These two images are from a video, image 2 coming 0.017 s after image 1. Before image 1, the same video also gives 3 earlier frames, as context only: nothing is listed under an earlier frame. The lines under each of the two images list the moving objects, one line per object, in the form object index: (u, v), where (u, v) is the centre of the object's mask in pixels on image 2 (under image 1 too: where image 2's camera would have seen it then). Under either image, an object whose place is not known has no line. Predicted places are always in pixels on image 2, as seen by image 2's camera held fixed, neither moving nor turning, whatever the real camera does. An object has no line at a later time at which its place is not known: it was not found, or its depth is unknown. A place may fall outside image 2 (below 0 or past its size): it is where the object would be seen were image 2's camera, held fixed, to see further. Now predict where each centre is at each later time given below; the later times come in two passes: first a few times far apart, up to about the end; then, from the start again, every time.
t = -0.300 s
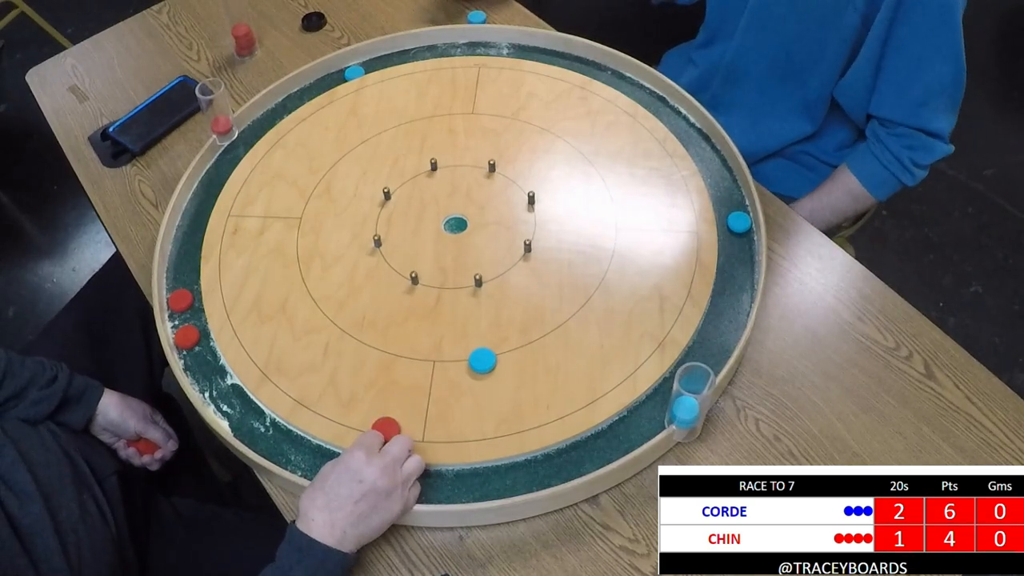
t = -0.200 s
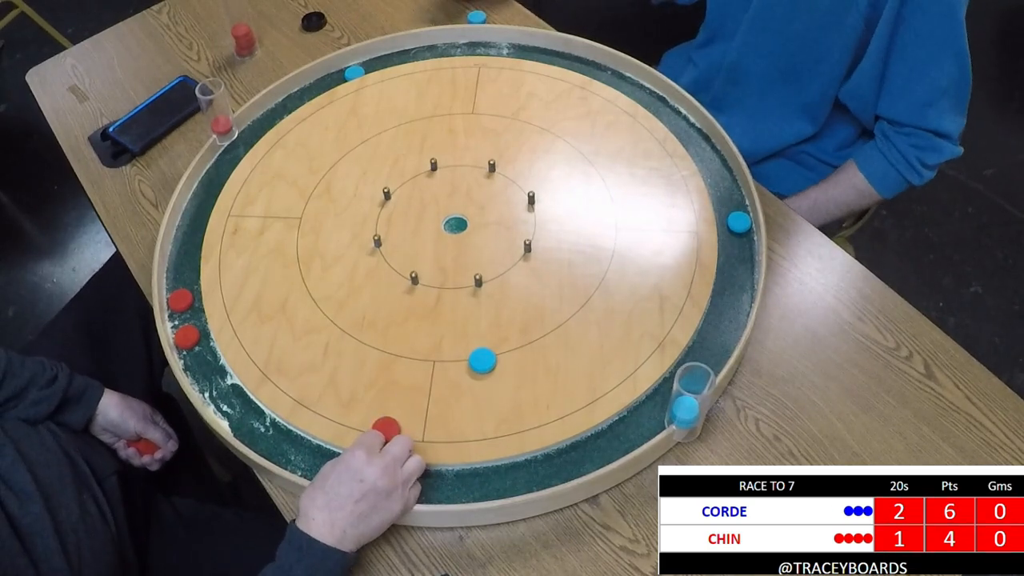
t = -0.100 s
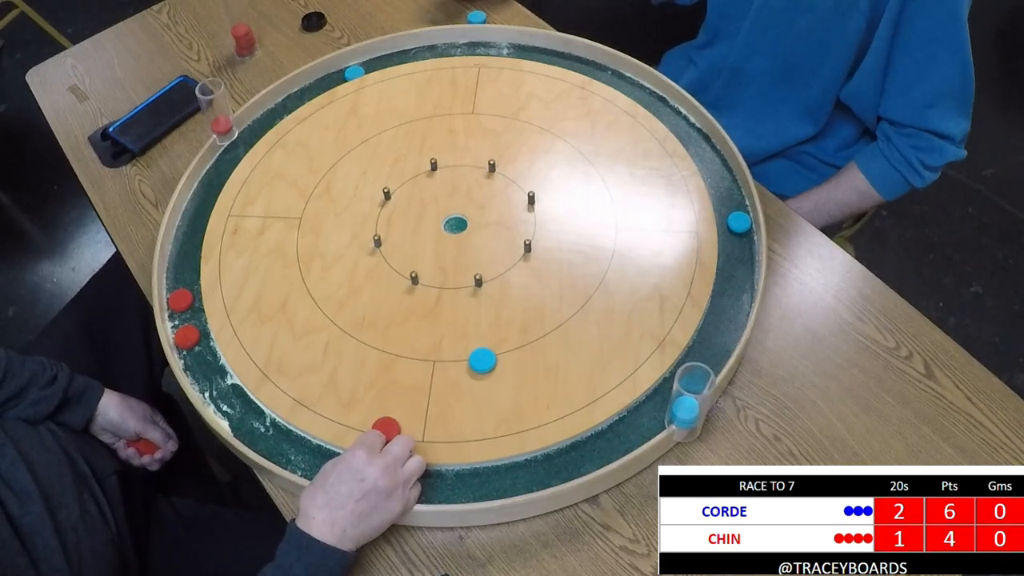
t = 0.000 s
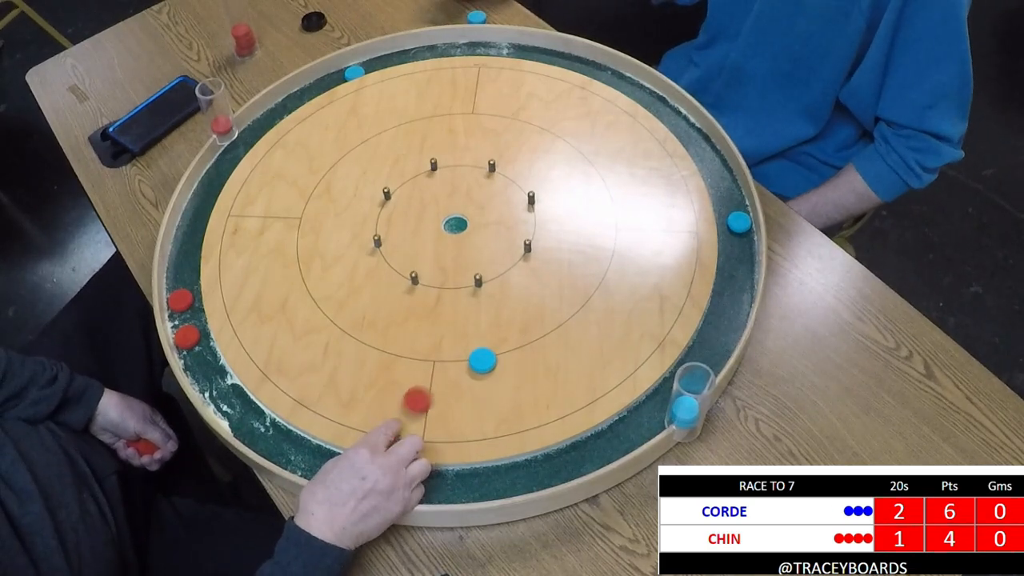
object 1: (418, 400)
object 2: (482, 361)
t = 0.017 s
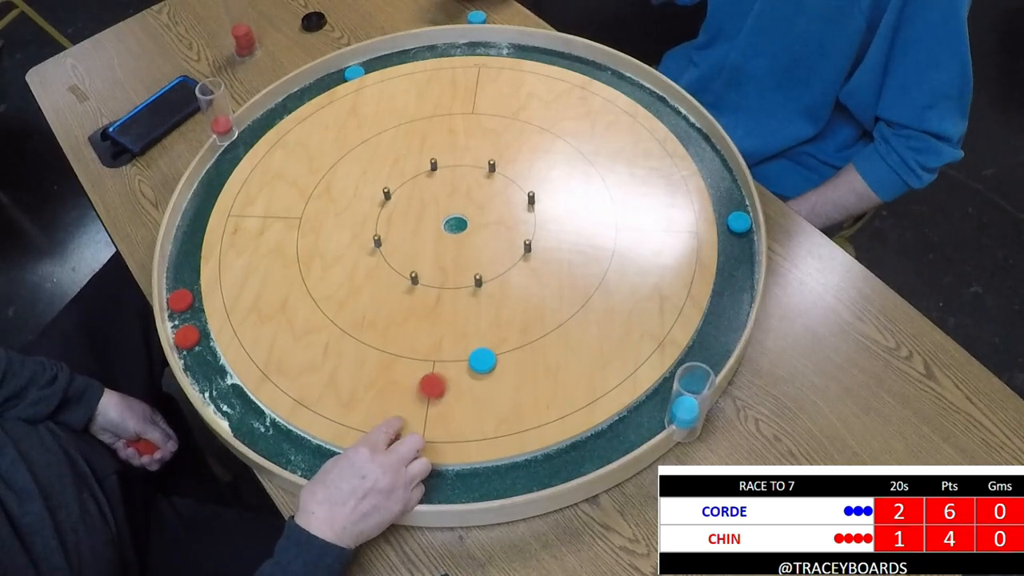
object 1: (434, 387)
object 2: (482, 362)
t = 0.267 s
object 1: (444, 262)
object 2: (648, 313)
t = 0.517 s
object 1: (439, 206)
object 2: (731, 272)
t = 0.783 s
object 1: (438, 196)
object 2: (733, 253)
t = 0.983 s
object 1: (438, 196)
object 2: (735, 253)
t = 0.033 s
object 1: (447, 371)
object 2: (482, 361)
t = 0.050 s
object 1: (453, 360)
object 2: (489, 359)
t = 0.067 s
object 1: (453, 351)
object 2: (503, 355)
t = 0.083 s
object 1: (452, 342)
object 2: (517, 351)
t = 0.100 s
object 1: (451, 333)
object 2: (530, 347)
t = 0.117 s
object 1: (450, 324)
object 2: (543, 344)
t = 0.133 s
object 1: (450, 317)
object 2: (556, 340)
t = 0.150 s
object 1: (449, 309)
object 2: (569, 337)
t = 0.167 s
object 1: (448, 301)
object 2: (580, 333)
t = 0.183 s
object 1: (447, 294)
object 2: (592, 330)
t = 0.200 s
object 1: (447, 287)
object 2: (604, 327)
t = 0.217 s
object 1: (446, 280)
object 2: (615, 323)
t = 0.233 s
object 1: (445, 274)
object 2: (626, 320)
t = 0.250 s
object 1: (445, 268)
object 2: (637, 317)
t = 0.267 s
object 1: (444, 262)
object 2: (648, 313)
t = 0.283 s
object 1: (444, 257)
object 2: (658, 310)
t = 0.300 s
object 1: (443, 251)
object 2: (668, 307)
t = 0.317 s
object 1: (442, 246)
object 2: (678, 304)
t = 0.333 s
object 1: (442, 241)
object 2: (688, 301)
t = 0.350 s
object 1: (441, 237)
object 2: (697, 298)
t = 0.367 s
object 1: (441, 233)
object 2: (706, 295)
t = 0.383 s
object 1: (440, 229)
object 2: (715, 293)
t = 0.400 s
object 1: (440, 225)
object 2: (723, 291)
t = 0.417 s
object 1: (440, 221)
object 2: (731, 291)
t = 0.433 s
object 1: (439, 218)
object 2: (738, 289)
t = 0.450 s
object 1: (439, 215)
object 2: (740, 284)
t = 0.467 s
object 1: (439, 212)
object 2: (737, 279)
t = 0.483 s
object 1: (439, 210)
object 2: (733, 275)
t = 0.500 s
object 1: (439, 208)
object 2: (728, 272)
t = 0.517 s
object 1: (439, 206)
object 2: (731, 272)
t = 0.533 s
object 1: (438, 204)
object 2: (735, 270)
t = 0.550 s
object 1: (438, 202)
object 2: (738, 269)
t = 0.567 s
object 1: (438, 201)
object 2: (740, 267)
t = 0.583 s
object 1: (438, 200)
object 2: (742, 265)
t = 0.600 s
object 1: (438, 199)
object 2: (741, 264)
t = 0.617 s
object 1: (438, 198)
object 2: (740, 263)
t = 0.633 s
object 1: (438, 198)
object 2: (739, 261)
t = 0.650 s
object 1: (437, 197)
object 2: (738, 259)
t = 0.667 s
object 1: (437, 197)
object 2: (736, 258)
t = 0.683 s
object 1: (438, 197)
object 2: (734, 257)
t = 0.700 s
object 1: (438, 197)
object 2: (732, 255)
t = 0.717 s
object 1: (438, 196)
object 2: (730, 254)
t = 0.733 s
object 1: (438, 196)
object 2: (730, 254)
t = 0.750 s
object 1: (438, 196)
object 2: (731, 253)
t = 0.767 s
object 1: (438, 196)
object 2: (732, 253)
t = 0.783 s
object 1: (438, 196)
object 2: (733, 253)
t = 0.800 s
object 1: (438, 196)
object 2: (734, 253)
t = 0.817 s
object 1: (438, 196)
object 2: (734, 253)
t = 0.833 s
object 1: (438, 196)
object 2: (735, 253)
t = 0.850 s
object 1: (438, 196)
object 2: (735, 253)
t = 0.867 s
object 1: (438, 196)
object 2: (735, 253)
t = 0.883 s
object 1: (438, 196)
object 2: (735, 253)
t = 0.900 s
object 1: (438, 196)
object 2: (735, 253)
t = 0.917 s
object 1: (438, 196)
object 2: (735, 253)
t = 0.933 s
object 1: (438, 196)
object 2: (735, 253)
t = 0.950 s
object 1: (438, 196)
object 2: (735, 253)
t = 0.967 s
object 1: (438, 196)
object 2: (735, 253)
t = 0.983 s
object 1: (438, 196)
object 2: (735, 253)
